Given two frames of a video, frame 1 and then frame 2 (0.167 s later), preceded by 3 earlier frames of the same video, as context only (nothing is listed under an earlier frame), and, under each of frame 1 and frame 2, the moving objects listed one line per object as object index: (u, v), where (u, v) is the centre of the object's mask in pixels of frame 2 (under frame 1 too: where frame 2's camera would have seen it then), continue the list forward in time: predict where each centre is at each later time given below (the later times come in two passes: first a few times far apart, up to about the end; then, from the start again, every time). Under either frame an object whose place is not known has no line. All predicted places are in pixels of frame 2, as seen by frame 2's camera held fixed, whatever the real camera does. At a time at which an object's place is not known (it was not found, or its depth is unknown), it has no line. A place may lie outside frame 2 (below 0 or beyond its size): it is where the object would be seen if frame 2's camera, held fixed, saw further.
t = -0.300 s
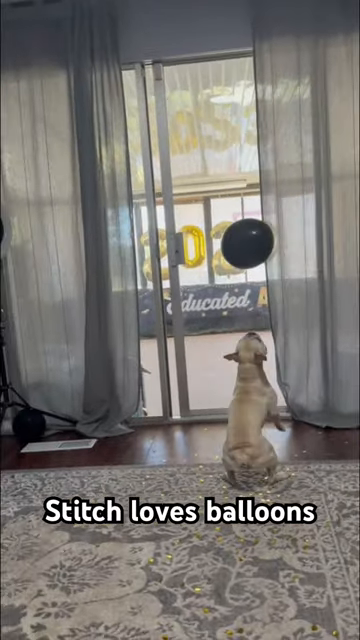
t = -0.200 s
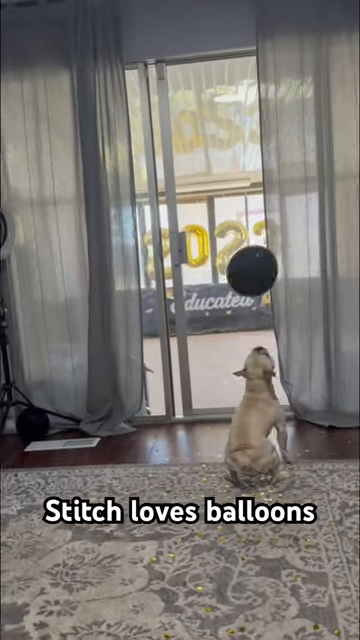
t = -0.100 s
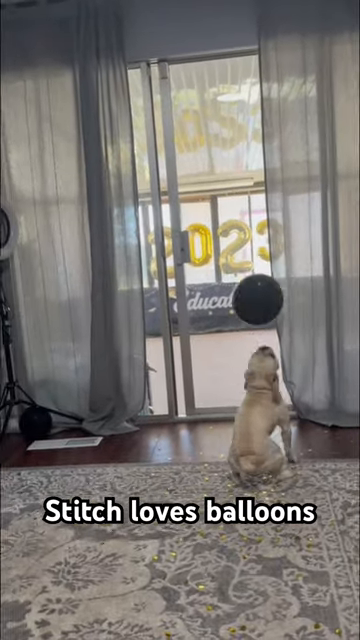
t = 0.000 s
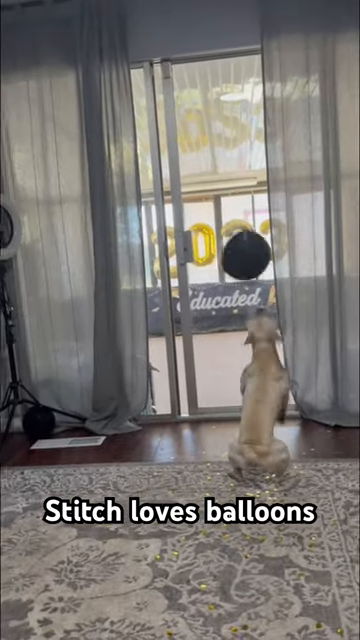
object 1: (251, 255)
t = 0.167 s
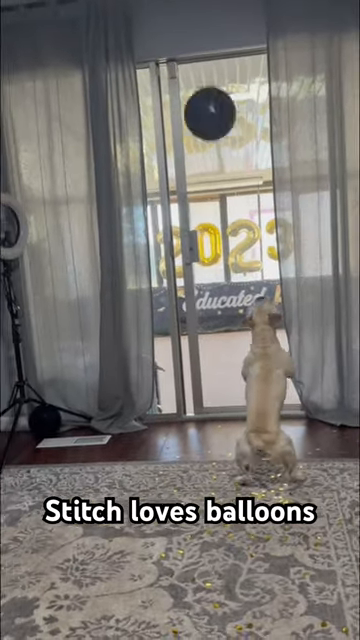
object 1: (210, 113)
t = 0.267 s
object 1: (194, 63)
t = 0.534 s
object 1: (174, 13)
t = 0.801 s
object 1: (158, 4)
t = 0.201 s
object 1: (204, 94)
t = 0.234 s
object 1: (199, 77)
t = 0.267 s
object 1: (194, 63)
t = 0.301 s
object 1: (189, 52)
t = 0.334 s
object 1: (186, 41)
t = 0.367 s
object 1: (183, 32)
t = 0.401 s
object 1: (181, 25)
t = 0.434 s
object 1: (178, 20)
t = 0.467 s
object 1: (176, 17)
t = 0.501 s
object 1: (175, 15)
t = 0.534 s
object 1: (174, 13)
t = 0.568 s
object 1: (172, 11)
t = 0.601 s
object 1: (170, 10)
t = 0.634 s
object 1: (168, 8)
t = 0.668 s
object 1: (166, 8)
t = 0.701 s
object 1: (163, 7)
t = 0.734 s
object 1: (161, 6)
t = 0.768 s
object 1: (160, 5)
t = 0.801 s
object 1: (158, 4)
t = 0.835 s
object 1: (158, 3)
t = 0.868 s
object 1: (157, 2)
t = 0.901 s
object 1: (155, 3)
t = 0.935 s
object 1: (154, 3)
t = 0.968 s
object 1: (153, 5)
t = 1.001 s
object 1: (152, 7)
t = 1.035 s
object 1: (151, 11)
